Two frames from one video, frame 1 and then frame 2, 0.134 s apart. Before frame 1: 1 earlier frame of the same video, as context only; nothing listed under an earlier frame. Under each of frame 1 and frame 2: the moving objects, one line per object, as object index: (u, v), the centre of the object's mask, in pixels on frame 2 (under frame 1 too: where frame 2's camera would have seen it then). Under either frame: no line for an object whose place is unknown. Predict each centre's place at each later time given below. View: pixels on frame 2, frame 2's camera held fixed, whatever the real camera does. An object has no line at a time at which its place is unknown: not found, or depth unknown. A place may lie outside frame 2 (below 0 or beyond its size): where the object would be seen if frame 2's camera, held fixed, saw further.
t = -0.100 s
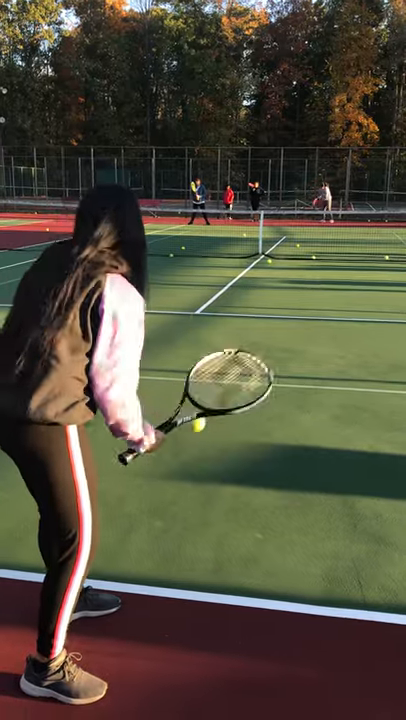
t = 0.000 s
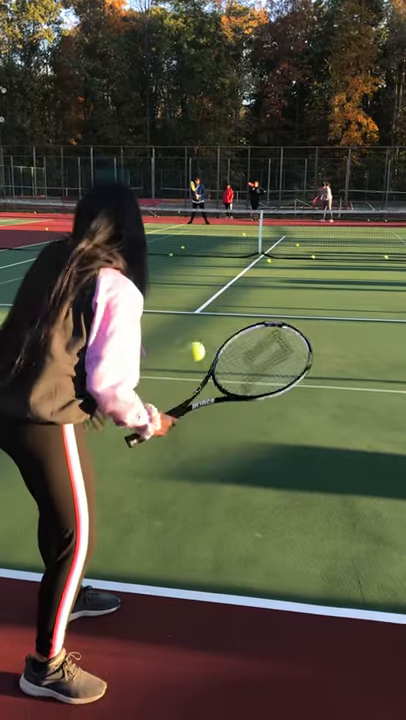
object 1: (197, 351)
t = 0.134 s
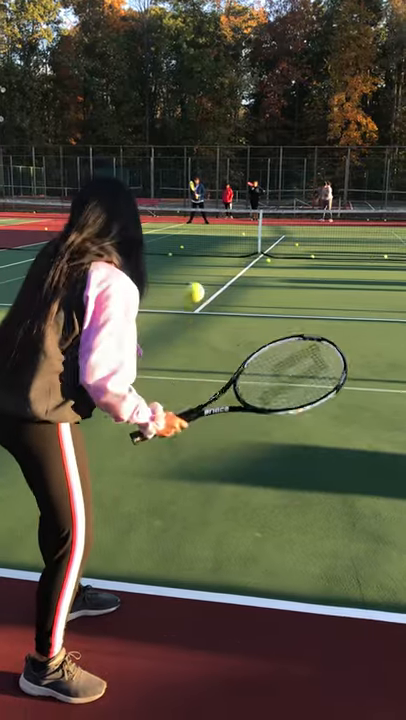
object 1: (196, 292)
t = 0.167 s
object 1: (196, 284)
